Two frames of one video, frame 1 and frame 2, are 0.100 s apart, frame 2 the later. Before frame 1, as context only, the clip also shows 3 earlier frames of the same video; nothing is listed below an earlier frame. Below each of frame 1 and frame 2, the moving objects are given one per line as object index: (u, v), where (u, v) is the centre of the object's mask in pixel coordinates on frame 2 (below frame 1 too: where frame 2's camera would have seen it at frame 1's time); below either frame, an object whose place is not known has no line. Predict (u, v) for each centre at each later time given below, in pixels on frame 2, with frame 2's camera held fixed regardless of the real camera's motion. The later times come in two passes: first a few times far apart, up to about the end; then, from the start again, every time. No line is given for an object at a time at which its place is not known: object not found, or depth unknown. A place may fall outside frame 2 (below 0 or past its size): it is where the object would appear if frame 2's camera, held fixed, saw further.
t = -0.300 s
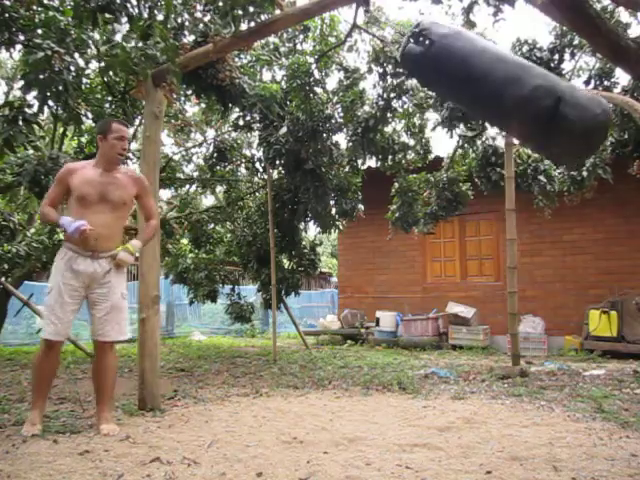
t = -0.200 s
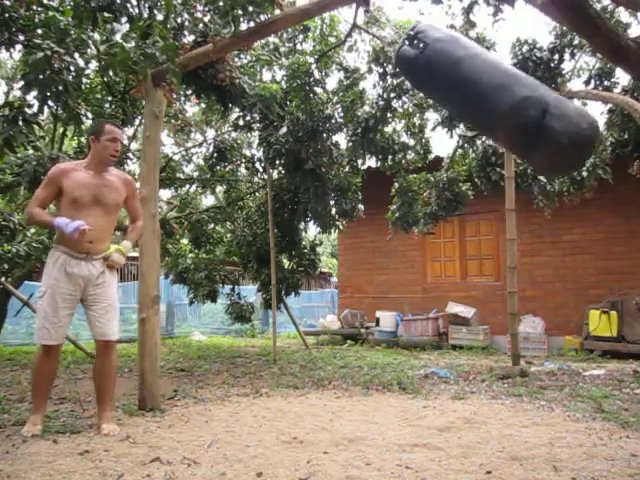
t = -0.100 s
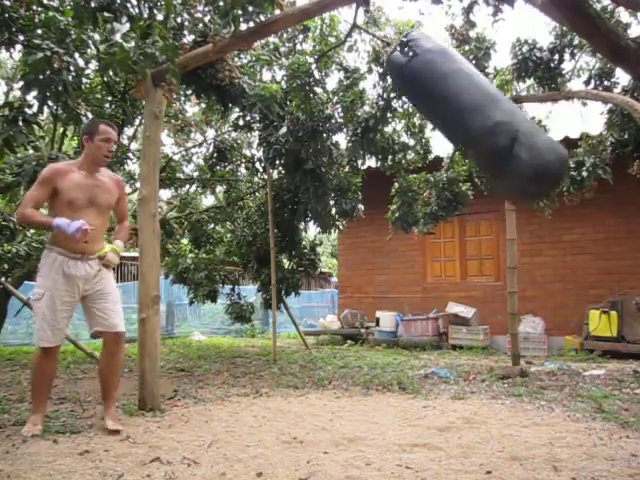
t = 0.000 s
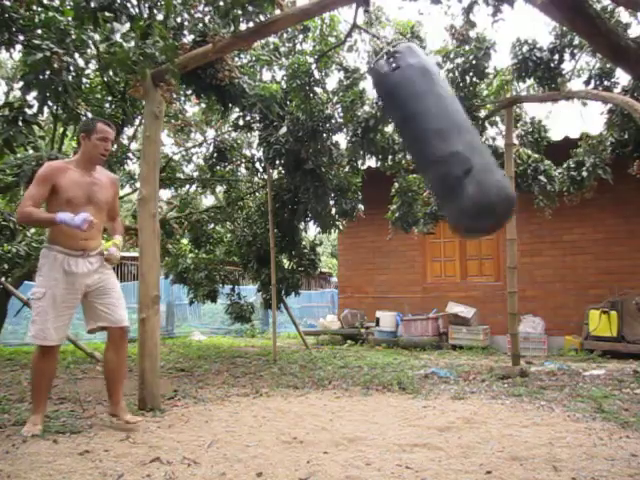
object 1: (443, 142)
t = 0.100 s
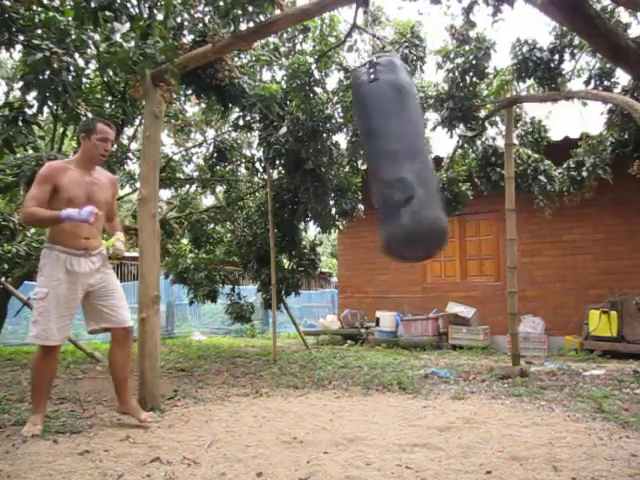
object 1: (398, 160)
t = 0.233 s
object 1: (338, 169)
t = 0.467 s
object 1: (274, 150)
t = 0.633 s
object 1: (263, 135)
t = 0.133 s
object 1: (383, 165)
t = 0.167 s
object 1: (368, 167)
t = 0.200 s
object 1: (352, 168)
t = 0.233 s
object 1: (338, 169)
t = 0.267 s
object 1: (324, 168)
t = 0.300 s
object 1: (314, 165)
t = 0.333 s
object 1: (303, 163)
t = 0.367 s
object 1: (294, 161)
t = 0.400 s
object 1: (286, 158)
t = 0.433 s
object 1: (280, 152)
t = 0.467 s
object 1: (274, 150)
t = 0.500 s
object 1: (271, 145)
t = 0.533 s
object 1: (267, 142)
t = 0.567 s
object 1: (265, 139)
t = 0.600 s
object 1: (263, 137)
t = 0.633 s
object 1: (263, 135)
